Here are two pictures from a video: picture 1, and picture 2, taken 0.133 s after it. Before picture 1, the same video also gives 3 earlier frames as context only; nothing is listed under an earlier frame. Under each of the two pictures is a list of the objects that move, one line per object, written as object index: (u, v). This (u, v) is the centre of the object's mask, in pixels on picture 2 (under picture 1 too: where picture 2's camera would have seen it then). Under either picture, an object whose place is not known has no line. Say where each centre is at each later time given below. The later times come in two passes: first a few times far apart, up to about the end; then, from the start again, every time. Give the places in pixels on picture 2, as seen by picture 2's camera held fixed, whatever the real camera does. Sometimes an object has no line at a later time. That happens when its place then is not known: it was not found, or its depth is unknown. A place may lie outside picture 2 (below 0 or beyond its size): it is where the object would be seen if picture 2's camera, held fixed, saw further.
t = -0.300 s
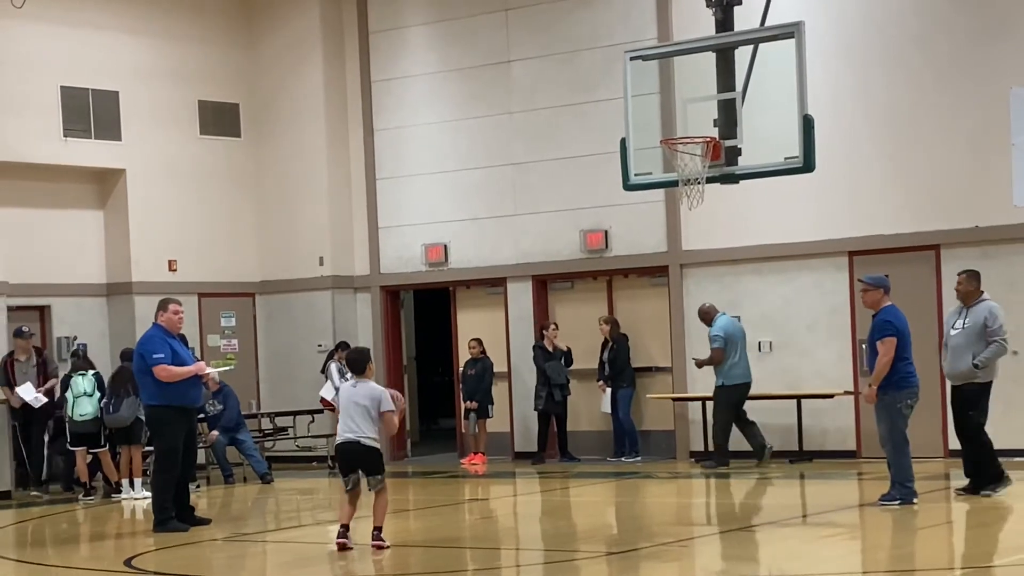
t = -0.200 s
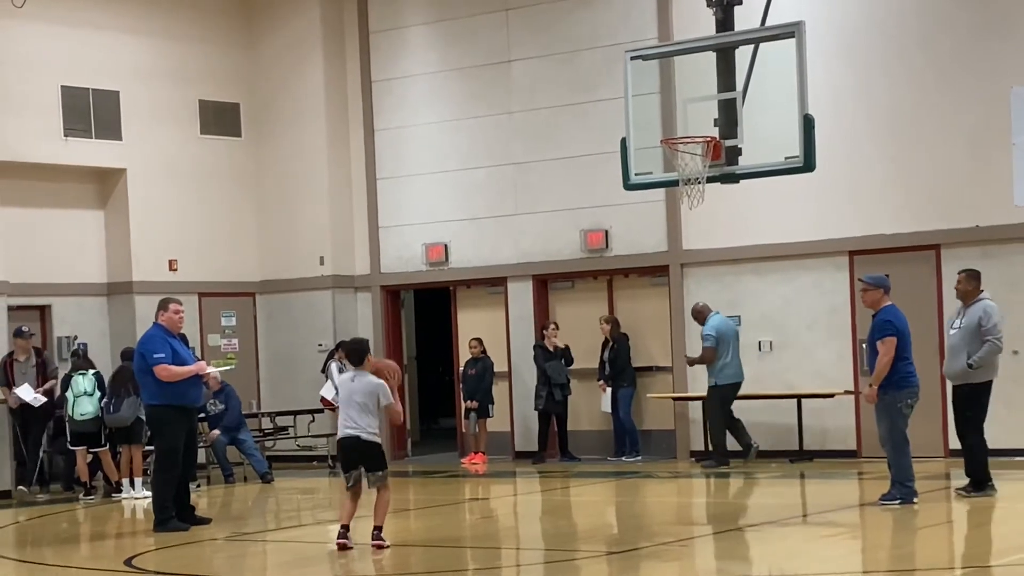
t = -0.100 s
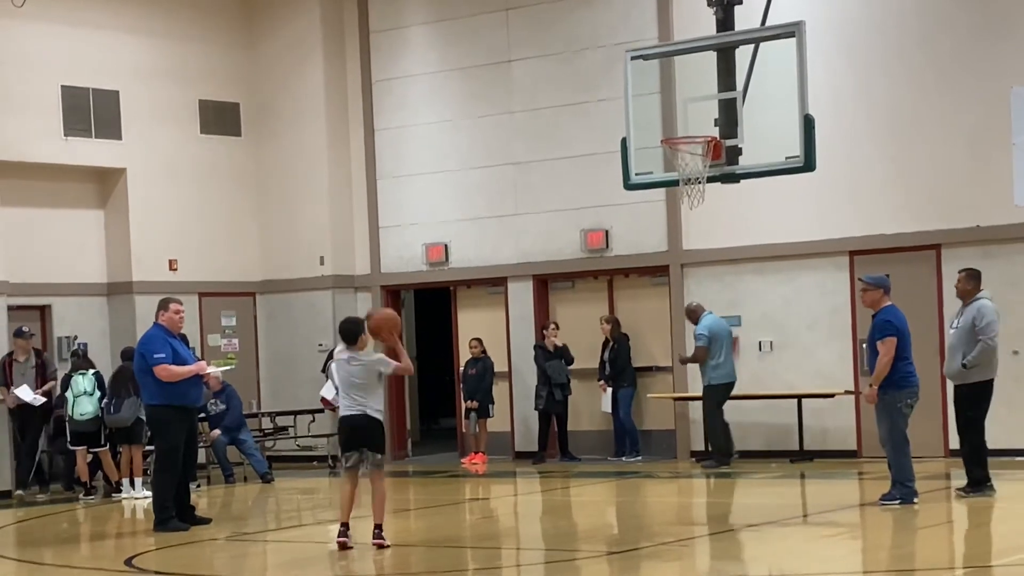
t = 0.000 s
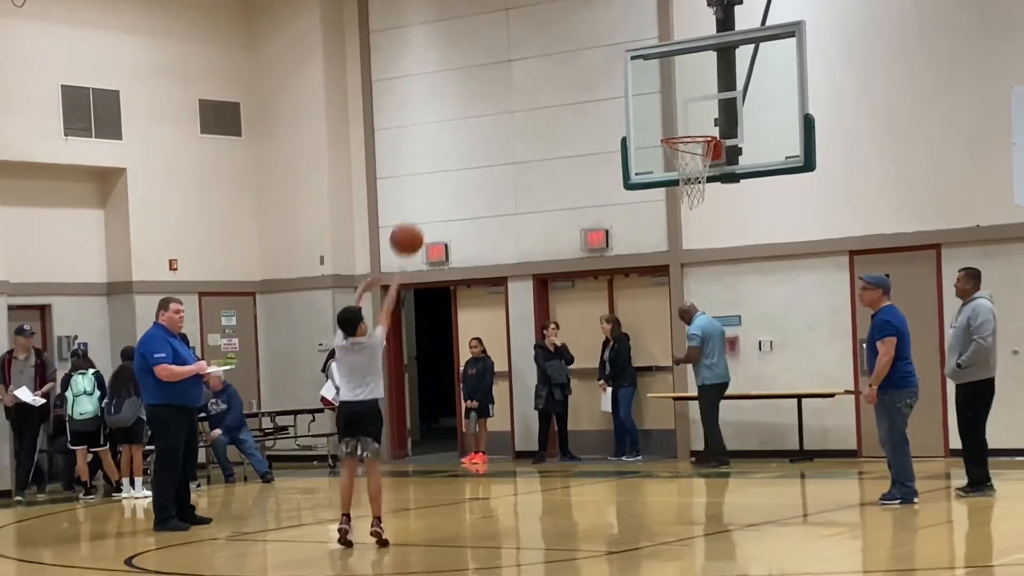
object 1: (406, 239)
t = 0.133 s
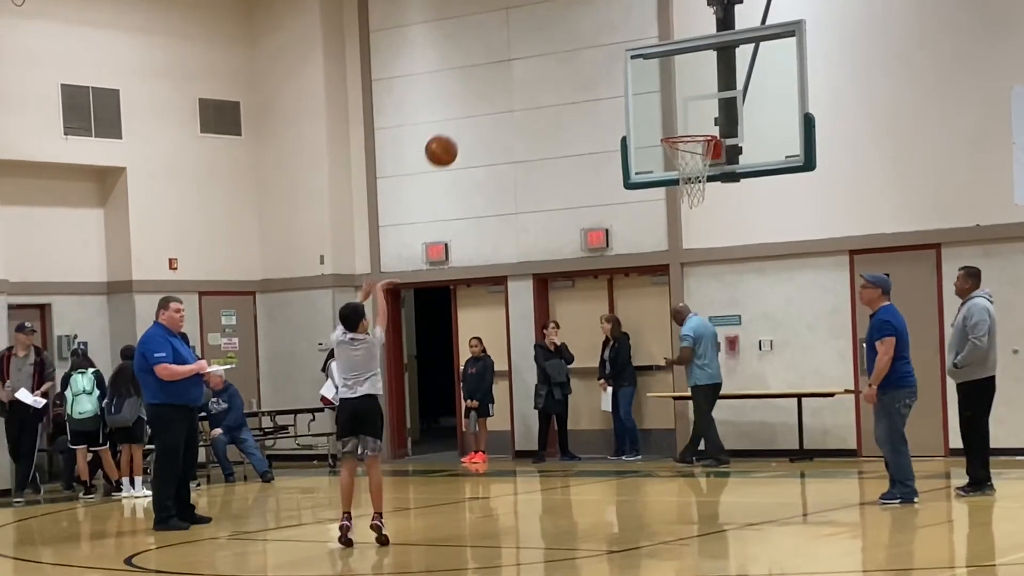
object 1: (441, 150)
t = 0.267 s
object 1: (479, 78)
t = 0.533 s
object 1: (552, 12)
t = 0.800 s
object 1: (621, 31)
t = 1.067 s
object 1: (686, 129)
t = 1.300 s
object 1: (701, 214)
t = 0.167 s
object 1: (451, 130)
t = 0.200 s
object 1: (461, 110)
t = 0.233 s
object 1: (470, 93)
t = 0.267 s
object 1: (479, 78)
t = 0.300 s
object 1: (489, 63)
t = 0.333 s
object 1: (498, 51)
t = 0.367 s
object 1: (507, 40)
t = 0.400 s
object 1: (517, 30)
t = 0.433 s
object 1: (526, 22)
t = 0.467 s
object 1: (535, 17)
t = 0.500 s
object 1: (544, 14)
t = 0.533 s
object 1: (552, 12)
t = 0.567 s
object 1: (561, 11)
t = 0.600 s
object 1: (570, 11)
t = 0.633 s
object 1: (578, 12)
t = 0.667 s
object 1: (587, 13)
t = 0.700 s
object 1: (595, 15)
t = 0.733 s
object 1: (604, 18)
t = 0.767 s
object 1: (613, 23)
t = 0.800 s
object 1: (621, 31)
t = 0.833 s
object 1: (629, 39)
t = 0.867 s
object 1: (637, 49)
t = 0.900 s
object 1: (645, 60)
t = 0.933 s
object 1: (653, 71)
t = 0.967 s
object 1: (661, 84)
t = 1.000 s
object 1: (669, 99)
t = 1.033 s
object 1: (678, 114)
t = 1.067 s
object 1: (686, 129)
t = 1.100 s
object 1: (691, 144)
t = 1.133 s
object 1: (694, 156)
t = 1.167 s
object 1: (697, 170)
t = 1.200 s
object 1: (699, 180)
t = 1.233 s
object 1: (700, 190)
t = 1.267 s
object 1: (700, 201)
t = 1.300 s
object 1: (701, 214)
